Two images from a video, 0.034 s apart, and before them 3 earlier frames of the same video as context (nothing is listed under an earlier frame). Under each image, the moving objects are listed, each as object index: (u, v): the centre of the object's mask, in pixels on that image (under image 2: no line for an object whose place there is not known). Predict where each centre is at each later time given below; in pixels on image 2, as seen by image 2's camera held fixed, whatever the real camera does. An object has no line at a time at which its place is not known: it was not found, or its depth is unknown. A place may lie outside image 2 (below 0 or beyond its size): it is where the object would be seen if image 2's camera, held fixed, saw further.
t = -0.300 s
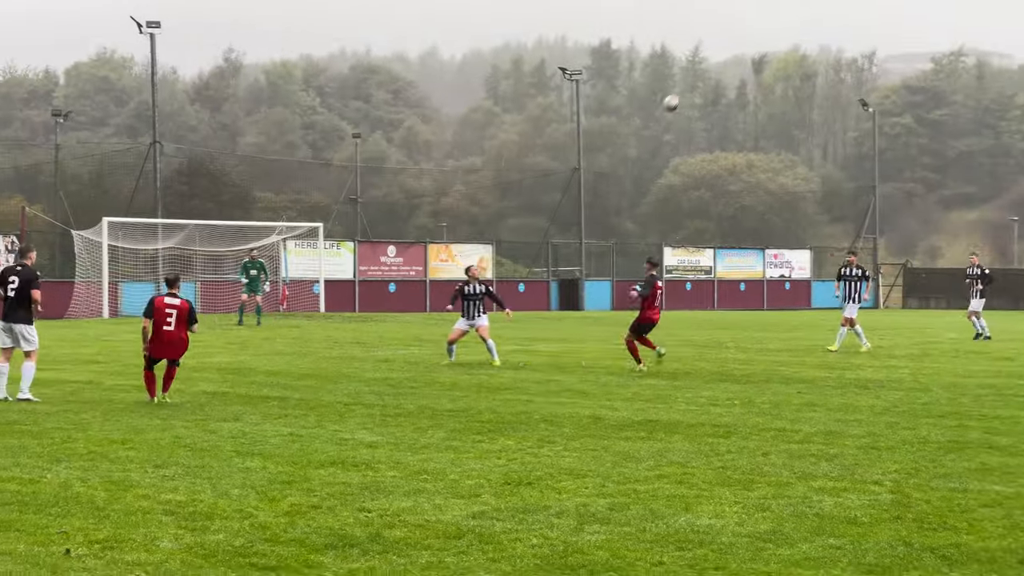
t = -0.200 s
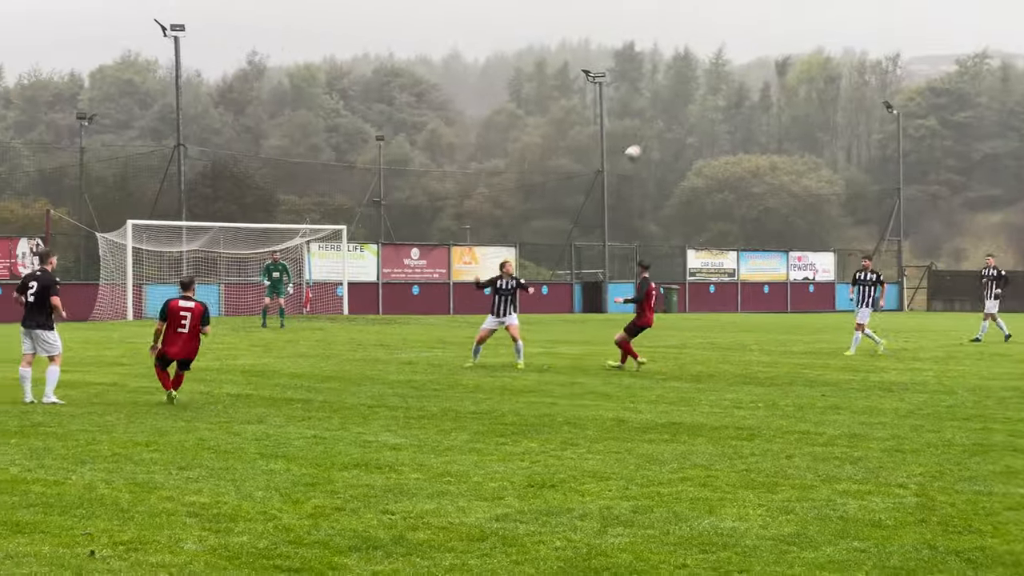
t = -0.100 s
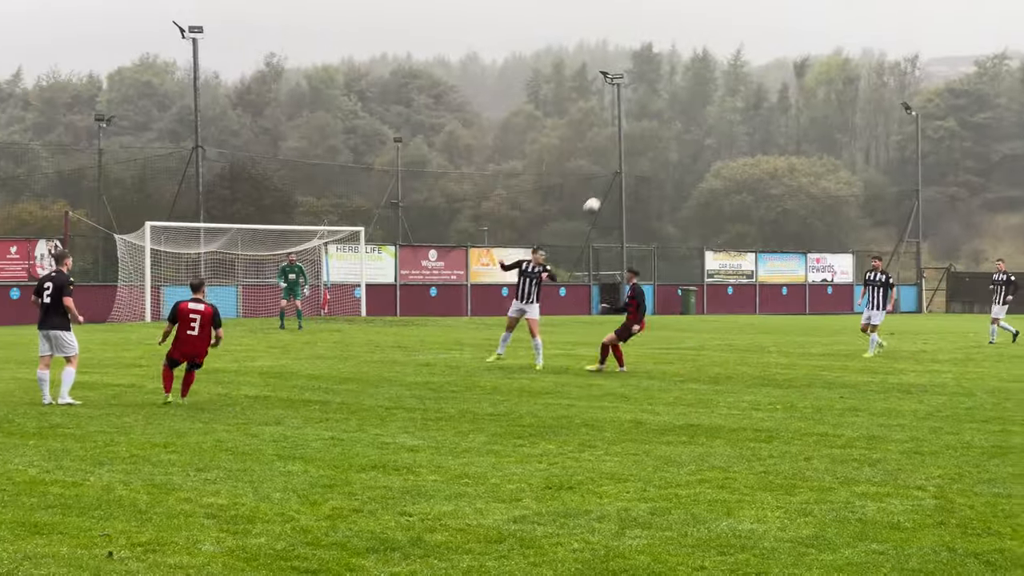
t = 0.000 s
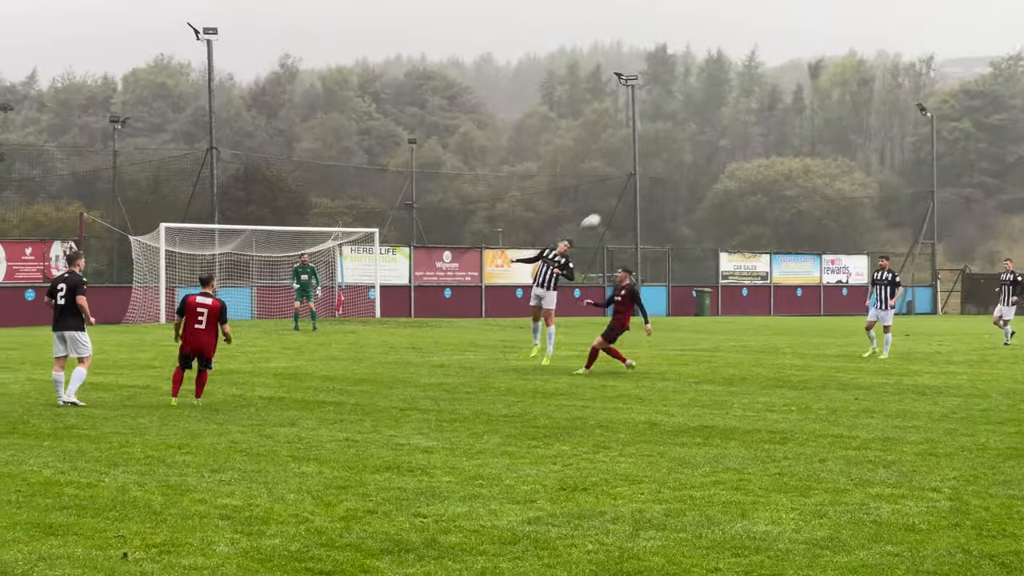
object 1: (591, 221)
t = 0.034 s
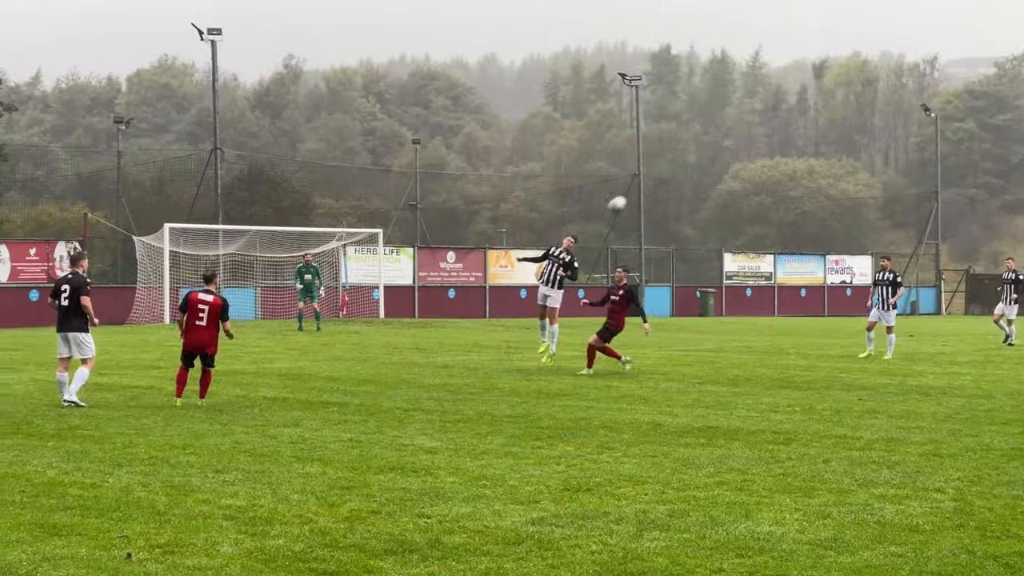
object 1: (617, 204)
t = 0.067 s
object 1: (639, 186)
